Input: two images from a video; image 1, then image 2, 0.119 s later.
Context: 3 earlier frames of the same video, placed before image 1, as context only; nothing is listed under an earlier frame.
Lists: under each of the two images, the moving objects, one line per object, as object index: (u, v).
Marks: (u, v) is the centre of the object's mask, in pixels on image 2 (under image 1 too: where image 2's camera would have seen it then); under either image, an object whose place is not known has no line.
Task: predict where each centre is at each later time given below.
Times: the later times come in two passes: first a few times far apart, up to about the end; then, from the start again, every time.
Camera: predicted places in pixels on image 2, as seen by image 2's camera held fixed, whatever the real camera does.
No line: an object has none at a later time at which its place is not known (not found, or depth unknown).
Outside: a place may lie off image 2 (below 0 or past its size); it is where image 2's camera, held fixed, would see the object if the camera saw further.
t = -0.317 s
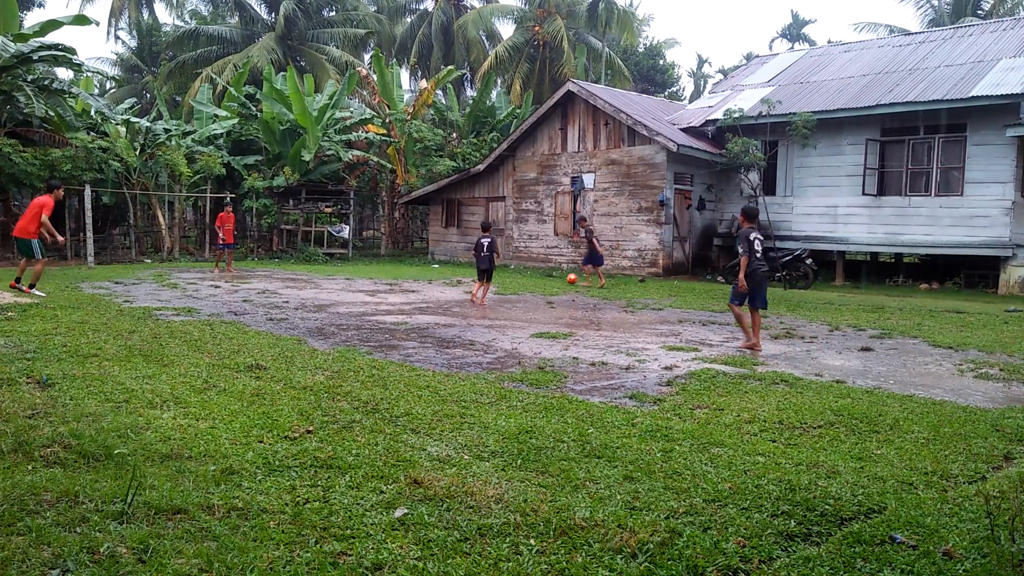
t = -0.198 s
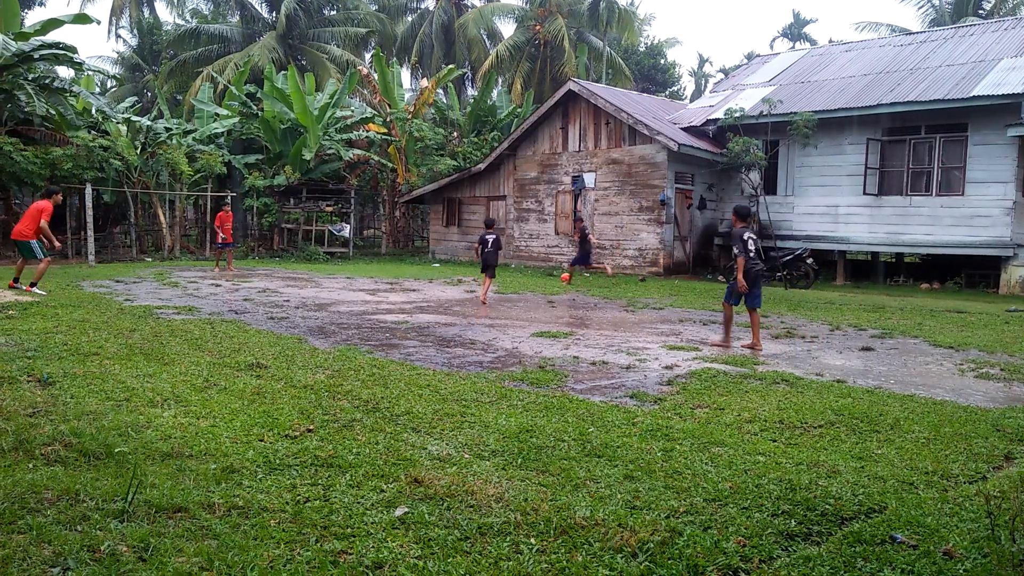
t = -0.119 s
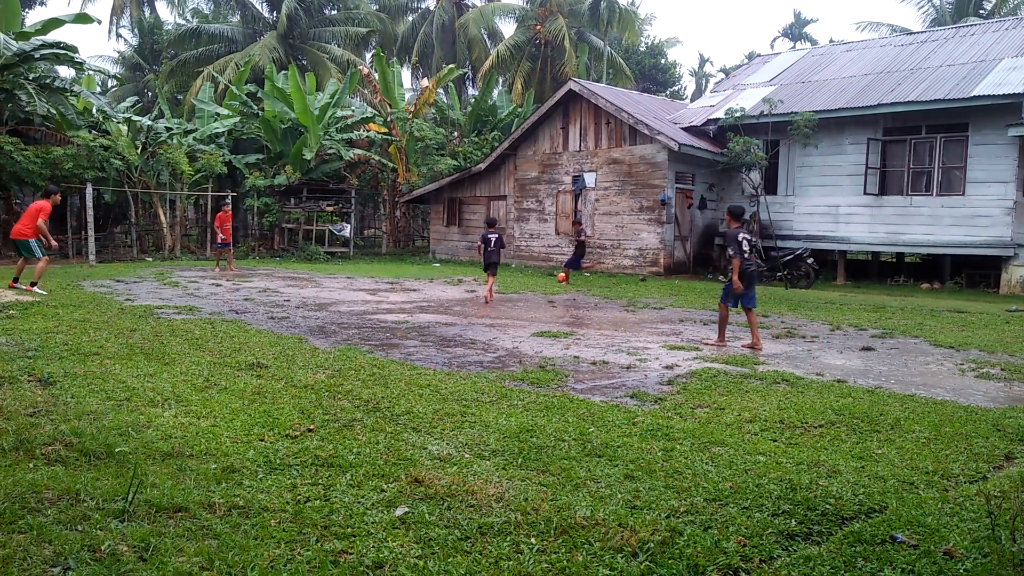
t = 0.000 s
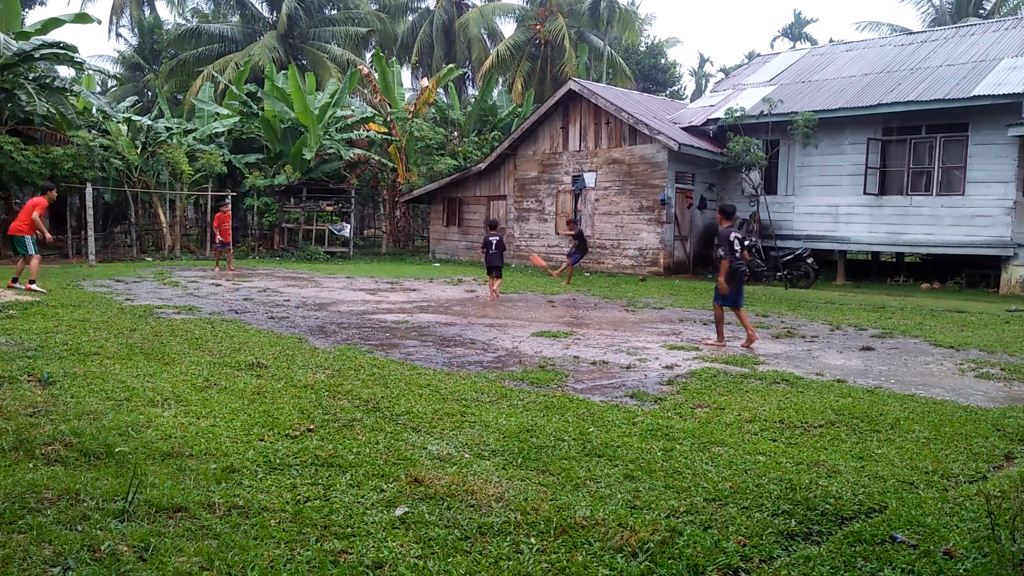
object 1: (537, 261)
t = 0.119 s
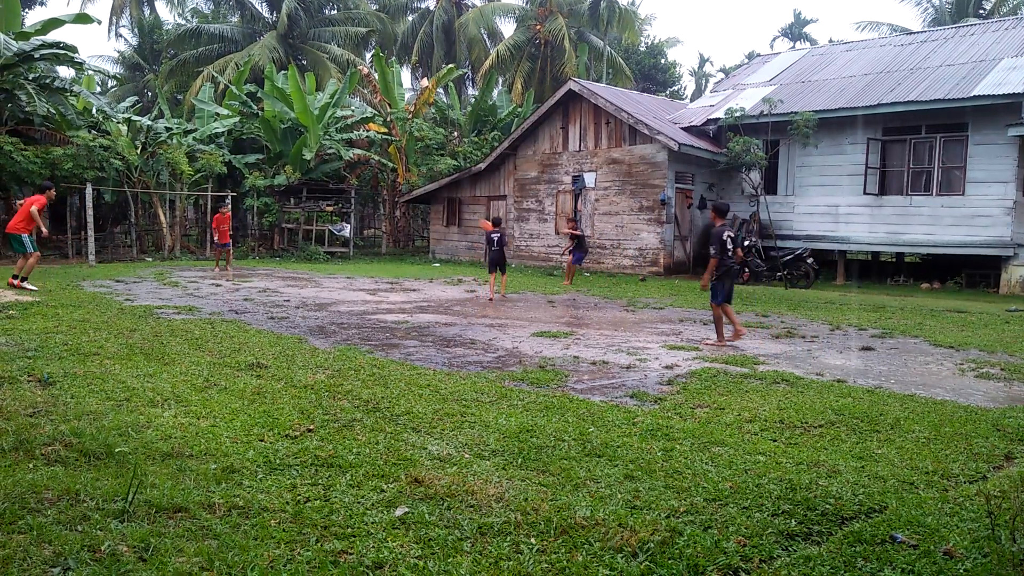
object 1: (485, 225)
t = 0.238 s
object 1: (436, 197)
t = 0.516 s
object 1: (304, 148)
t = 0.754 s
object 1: (179, 136)
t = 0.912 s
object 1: (89, 146)
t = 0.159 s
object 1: (471, 215)
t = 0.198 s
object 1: (453, 206)
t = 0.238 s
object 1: (436, 197)
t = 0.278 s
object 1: (418, 188)
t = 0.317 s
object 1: (399, 180)
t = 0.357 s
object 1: (381, 172)
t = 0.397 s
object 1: (362, 165)
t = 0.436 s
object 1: (345, 159)
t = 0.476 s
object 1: (325, 154)
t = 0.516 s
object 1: (304, 148)
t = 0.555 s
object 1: (285, 145)
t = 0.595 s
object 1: (264, 142)
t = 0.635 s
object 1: (244, 140)
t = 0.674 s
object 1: (223, 137)
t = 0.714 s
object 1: (202, 137)
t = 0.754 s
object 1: (179, 136)
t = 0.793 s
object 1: (158, 138)
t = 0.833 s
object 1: (136, 139)
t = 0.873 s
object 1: (112, 143)
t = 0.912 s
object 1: (89, 146)
